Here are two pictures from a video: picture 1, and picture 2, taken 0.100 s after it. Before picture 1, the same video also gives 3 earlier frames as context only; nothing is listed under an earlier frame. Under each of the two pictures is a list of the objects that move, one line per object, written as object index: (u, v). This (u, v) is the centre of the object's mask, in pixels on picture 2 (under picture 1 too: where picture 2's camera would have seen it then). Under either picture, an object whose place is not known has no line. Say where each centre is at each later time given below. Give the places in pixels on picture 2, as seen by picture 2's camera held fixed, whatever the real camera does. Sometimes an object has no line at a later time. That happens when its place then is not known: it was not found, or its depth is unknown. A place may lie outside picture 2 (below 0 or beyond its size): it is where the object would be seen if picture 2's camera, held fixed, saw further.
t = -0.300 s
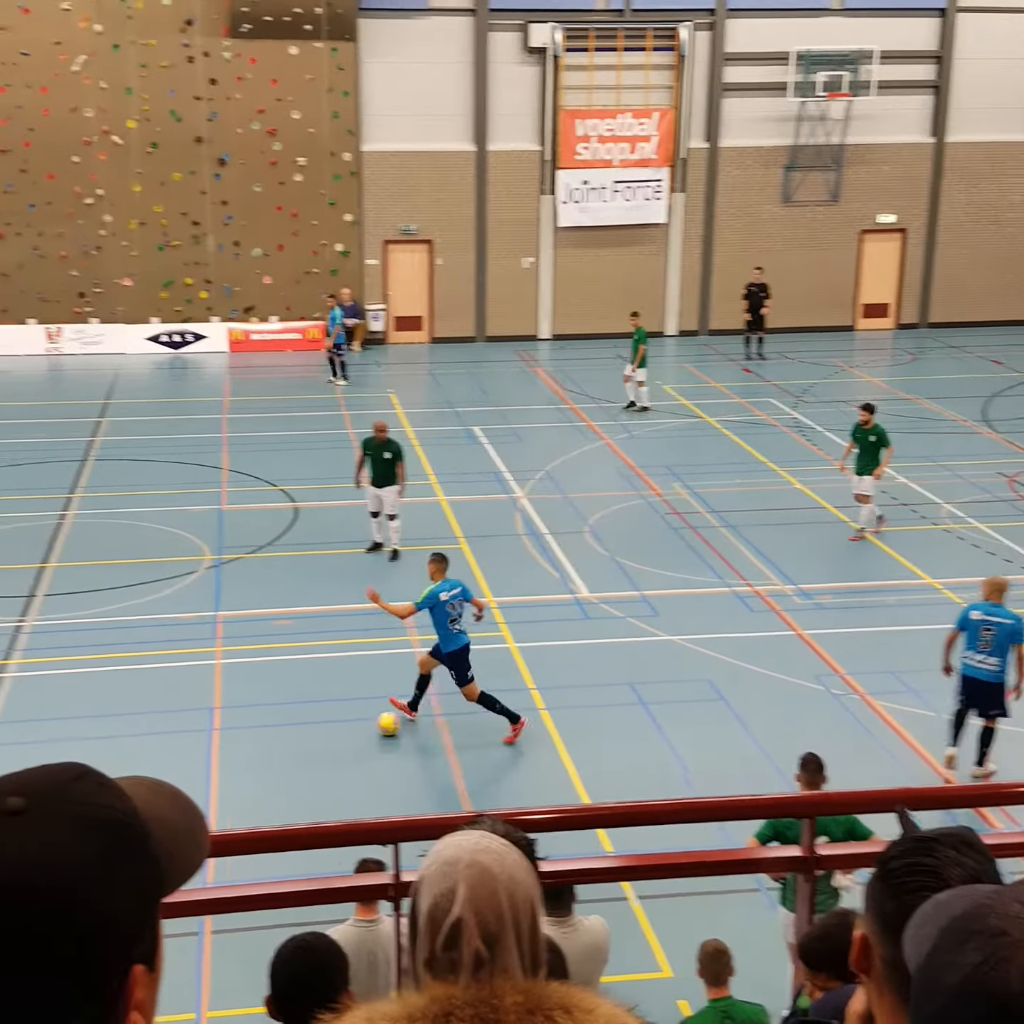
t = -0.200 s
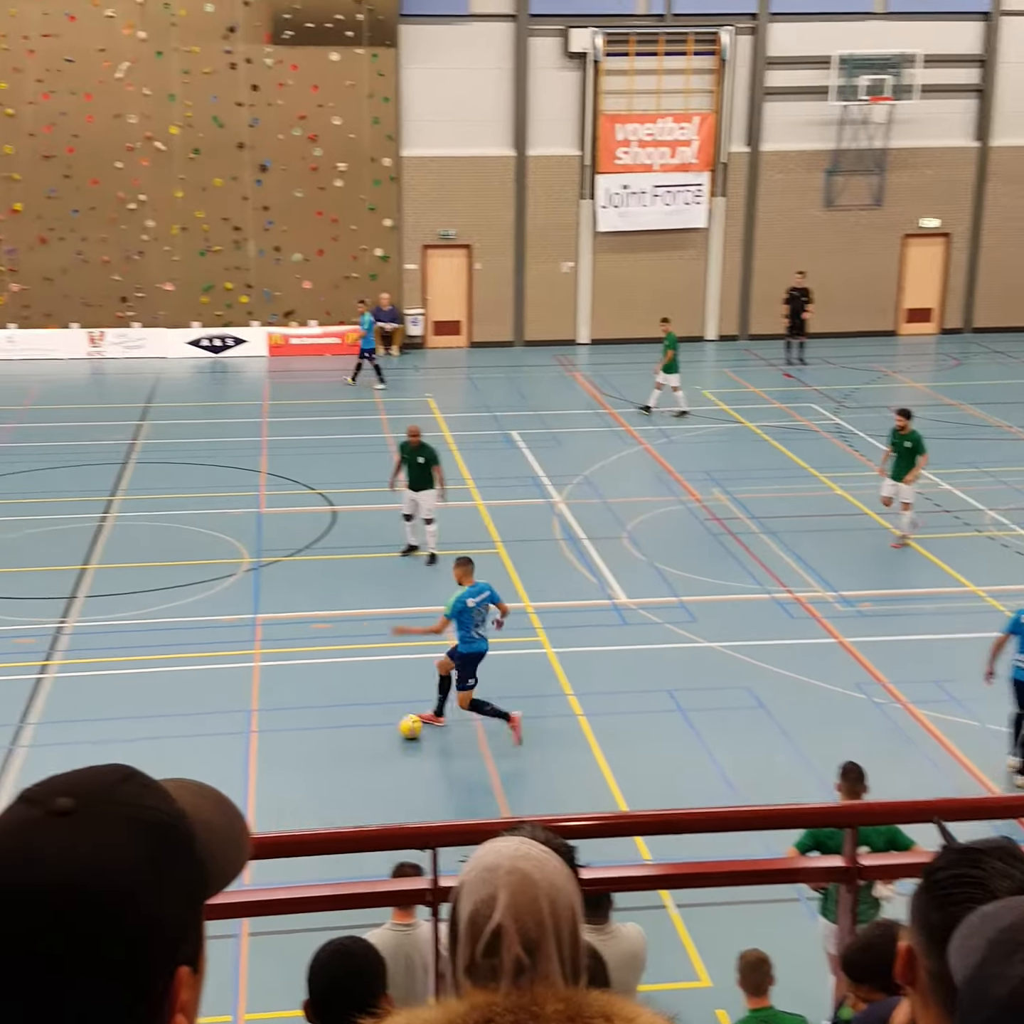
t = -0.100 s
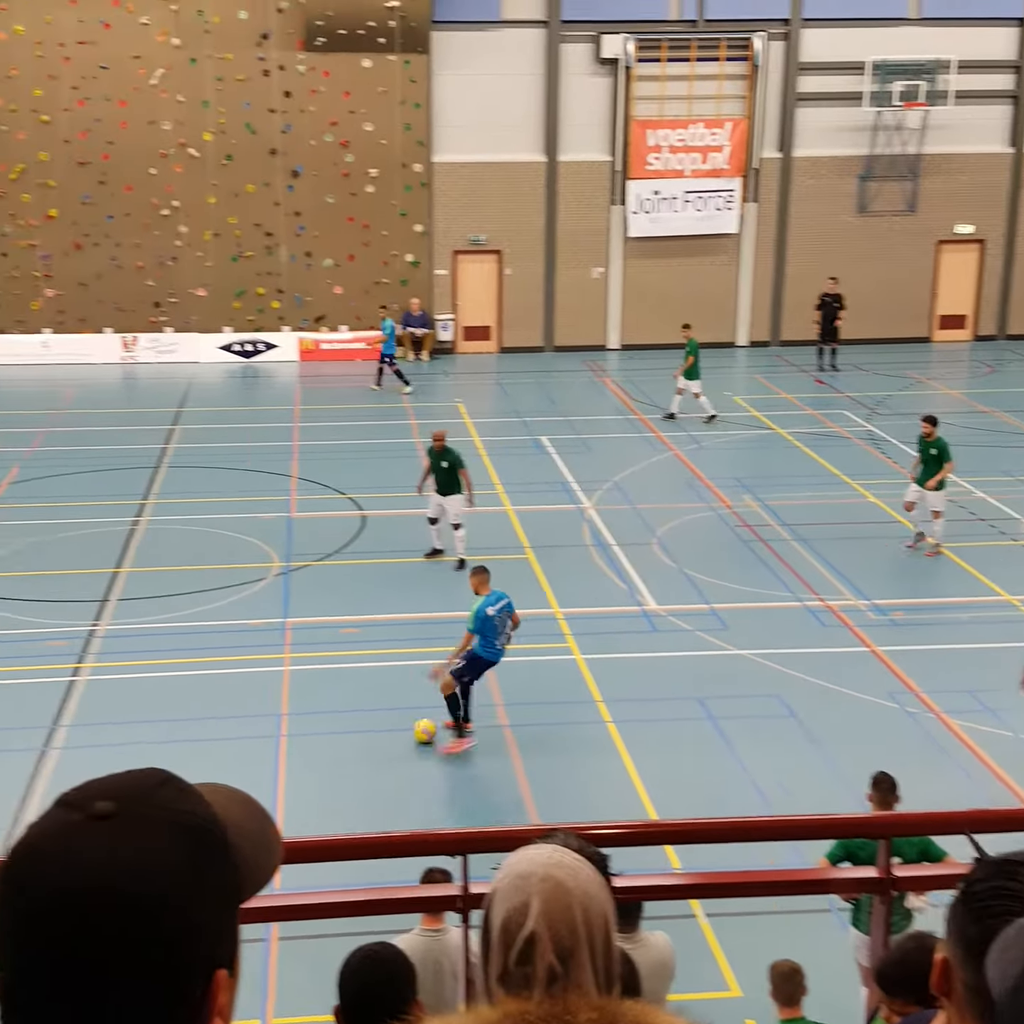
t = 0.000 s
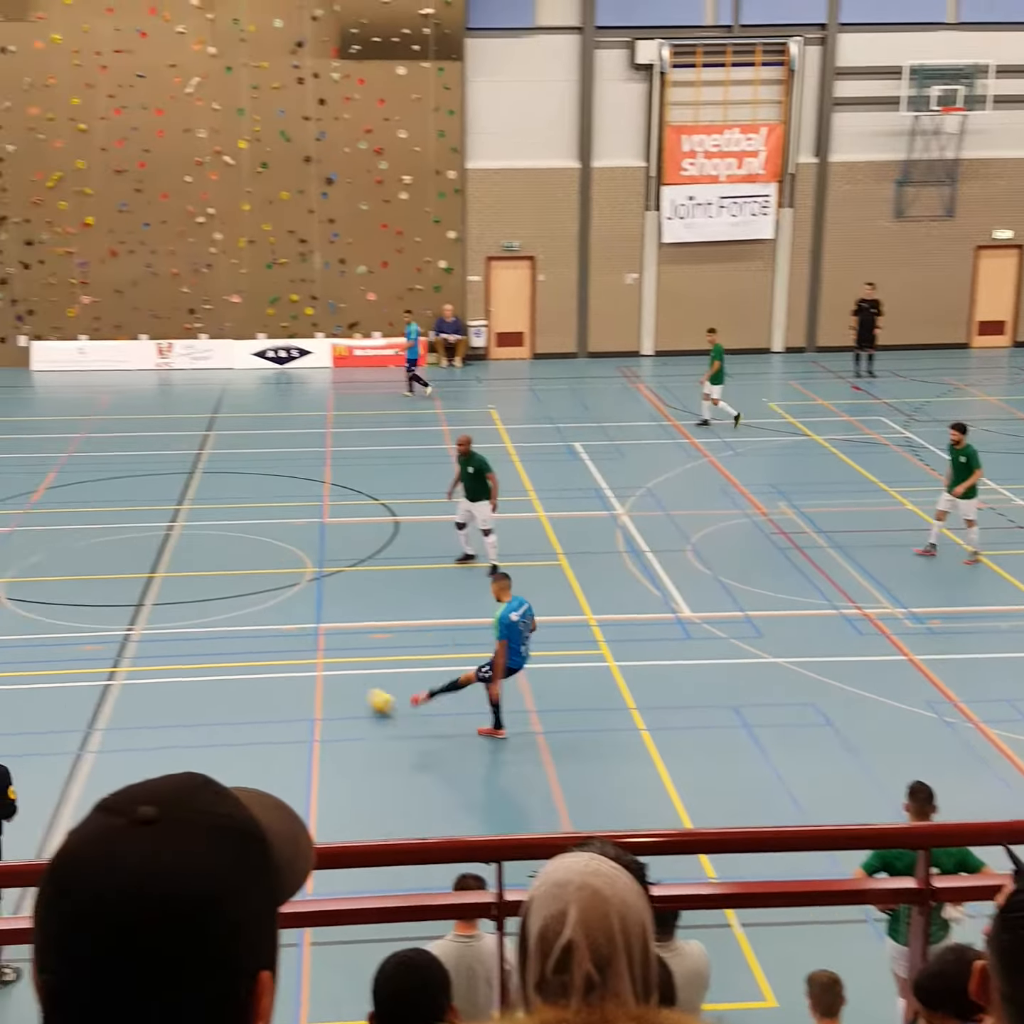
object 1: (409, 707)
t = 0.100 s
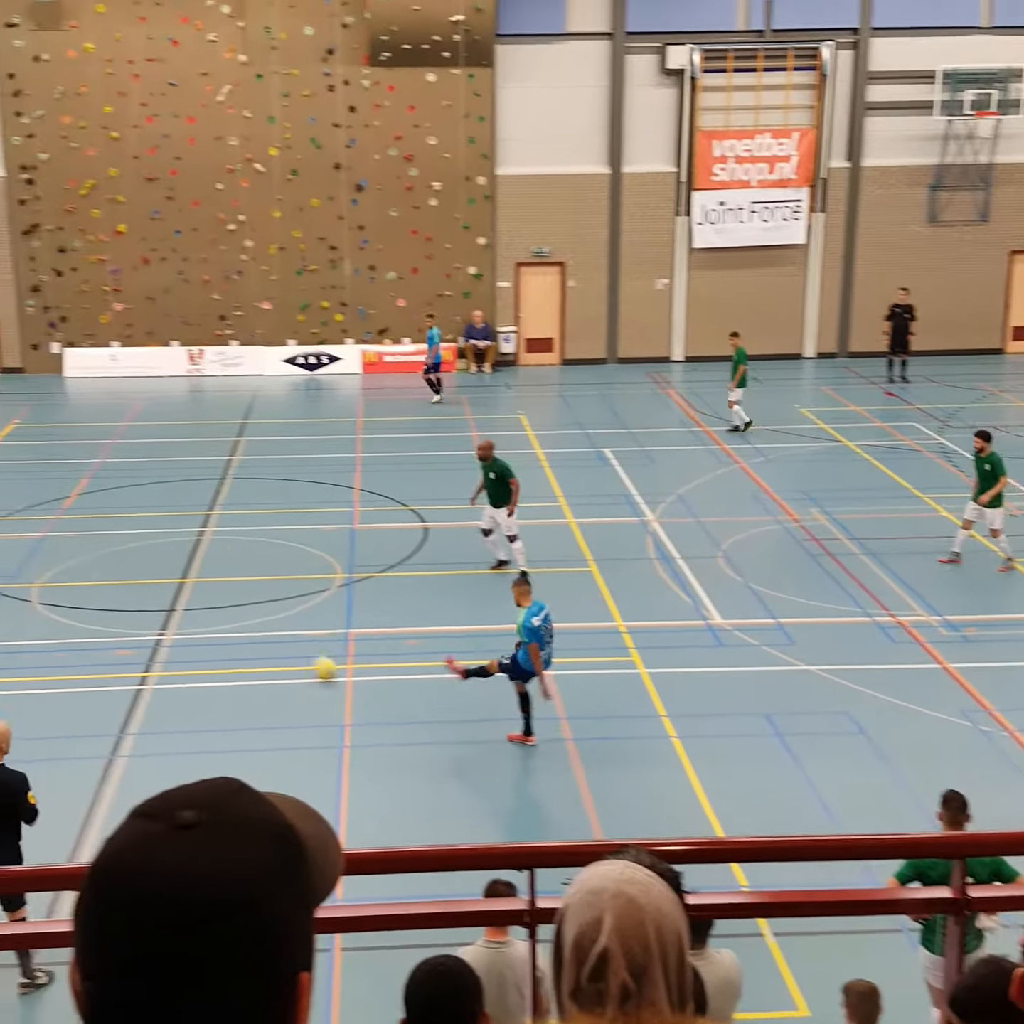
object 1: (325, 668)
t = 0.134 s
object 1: (300, 656)
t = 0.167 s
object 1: (279, 646)
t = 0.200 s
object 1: (258, 635)
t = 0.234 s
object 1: (238, 626)
